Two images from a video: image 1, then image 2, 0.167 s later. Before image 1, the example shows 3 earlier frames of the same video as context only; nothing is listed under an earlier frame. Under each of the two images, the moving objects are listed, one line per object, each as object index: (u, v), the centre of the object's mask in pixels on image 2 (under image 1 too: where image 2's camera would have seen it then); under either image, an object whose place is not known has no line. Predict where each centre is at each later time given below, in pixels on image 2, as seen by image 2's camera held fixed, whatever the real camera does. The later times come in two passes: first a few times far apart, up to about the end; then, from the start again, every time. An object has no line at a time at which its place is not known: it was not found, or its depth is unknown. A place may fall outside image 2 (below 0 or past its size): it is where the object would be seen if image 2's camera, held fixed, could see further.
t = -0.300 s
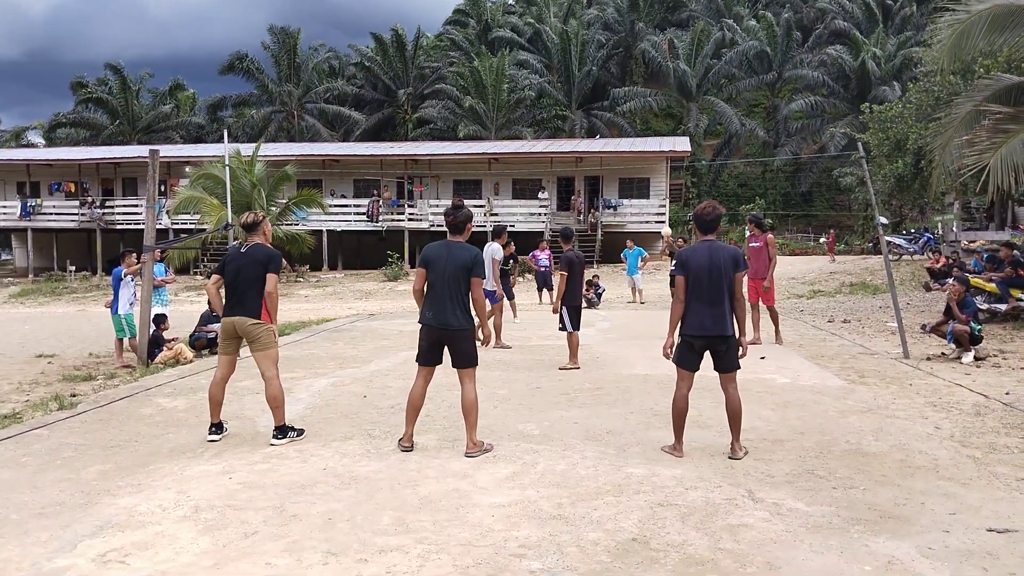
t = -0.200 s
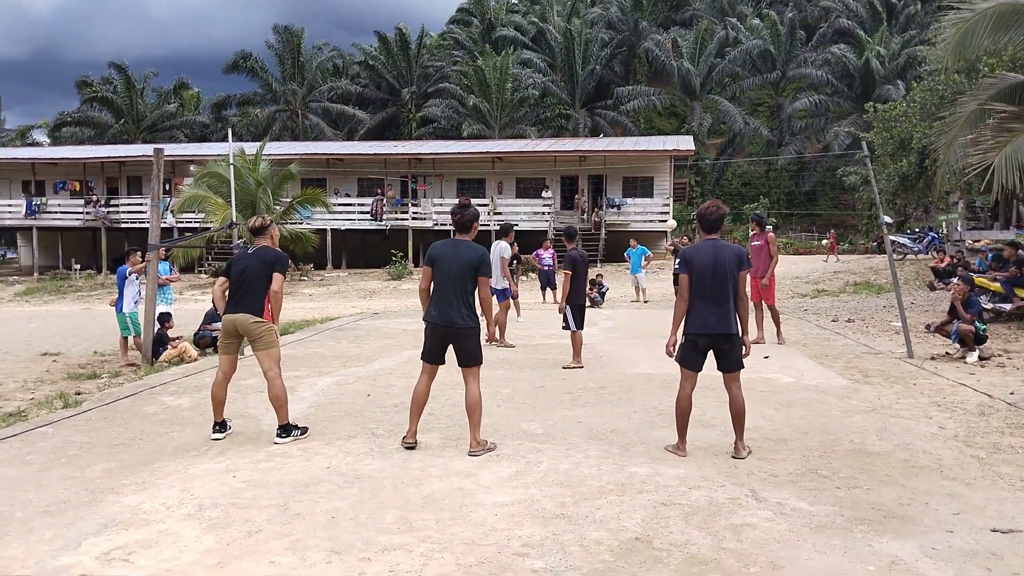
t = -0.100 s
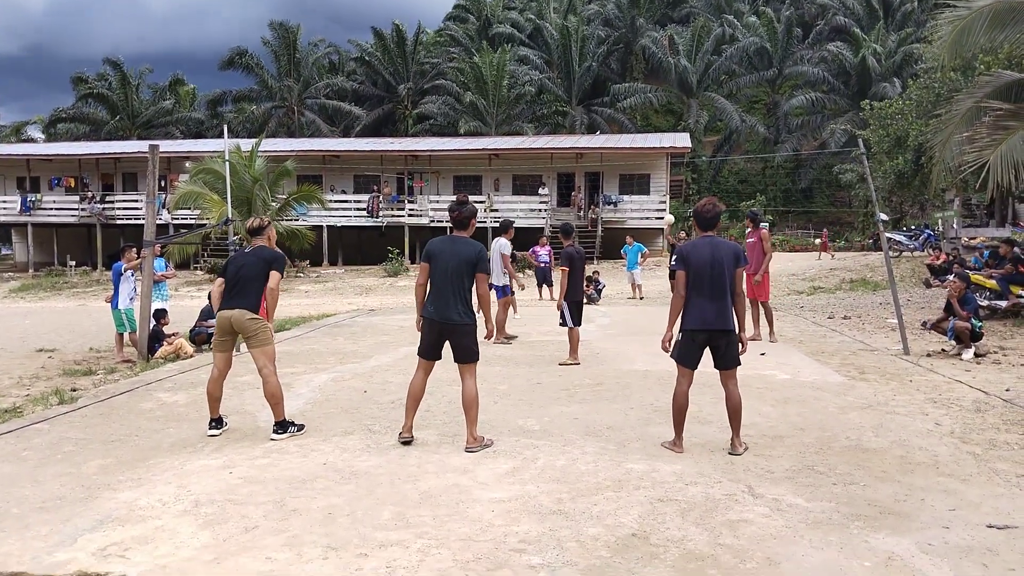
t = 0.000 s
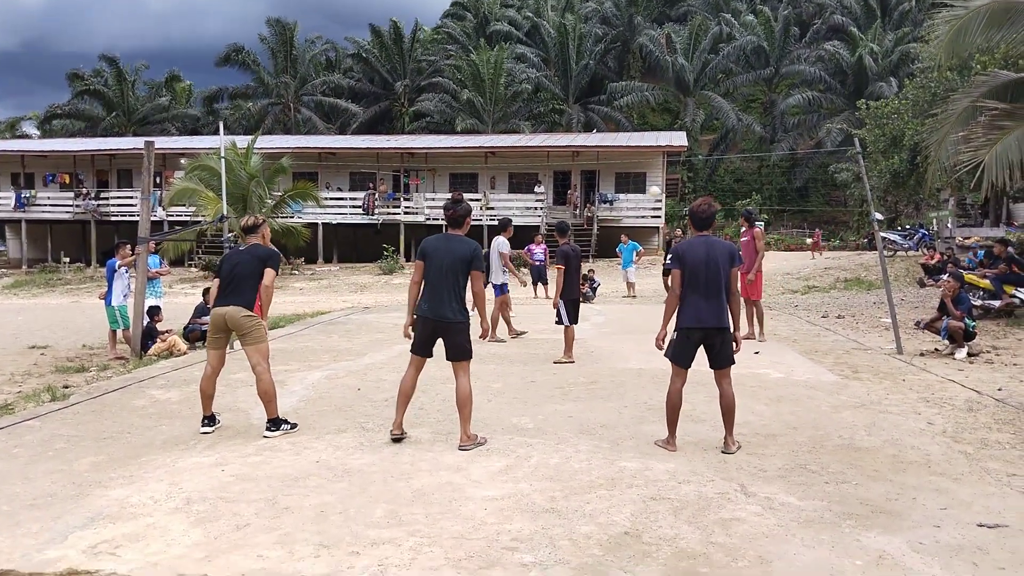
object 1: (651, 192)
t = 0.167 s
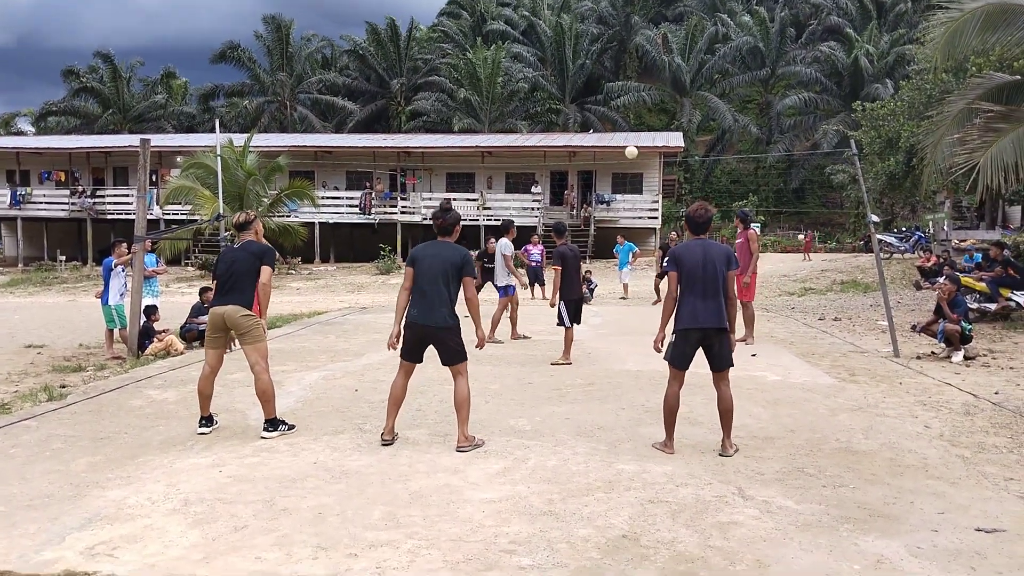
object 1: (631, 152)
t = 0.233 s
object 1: (621, 137)
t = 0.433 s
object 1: (588, 107)
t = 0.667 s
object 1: (537, 100)
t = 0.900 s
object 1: (463, 153)
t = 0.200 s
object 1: (626, 145)
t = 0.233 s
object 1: (621, 137)
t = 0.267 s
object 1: (616, 131)
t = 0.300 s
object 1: (611, 125)
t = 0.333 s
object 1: (606, 120)
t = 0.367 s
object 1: (600, 115)
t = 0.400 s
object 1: (595, 111)
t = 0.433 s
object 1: (588, 107)
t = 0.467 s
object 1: (582, 103)
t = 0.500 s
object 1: (576, 101)
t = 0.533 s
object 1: (569, 99)
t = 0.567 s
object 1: (561, 98)
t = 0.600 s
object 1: (553, 98)
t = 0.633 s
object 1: (545, 98)
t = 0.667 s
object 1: (537, 100)
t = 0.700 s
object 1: (528, 103)
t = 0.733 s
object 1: (519, 108)
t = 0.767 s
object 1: (510, 114)
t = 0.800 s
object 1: (499, 121)
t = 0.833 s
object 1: (488, 129)
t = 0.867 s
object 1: (476, 139)
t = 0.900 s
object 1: (463, 153)
